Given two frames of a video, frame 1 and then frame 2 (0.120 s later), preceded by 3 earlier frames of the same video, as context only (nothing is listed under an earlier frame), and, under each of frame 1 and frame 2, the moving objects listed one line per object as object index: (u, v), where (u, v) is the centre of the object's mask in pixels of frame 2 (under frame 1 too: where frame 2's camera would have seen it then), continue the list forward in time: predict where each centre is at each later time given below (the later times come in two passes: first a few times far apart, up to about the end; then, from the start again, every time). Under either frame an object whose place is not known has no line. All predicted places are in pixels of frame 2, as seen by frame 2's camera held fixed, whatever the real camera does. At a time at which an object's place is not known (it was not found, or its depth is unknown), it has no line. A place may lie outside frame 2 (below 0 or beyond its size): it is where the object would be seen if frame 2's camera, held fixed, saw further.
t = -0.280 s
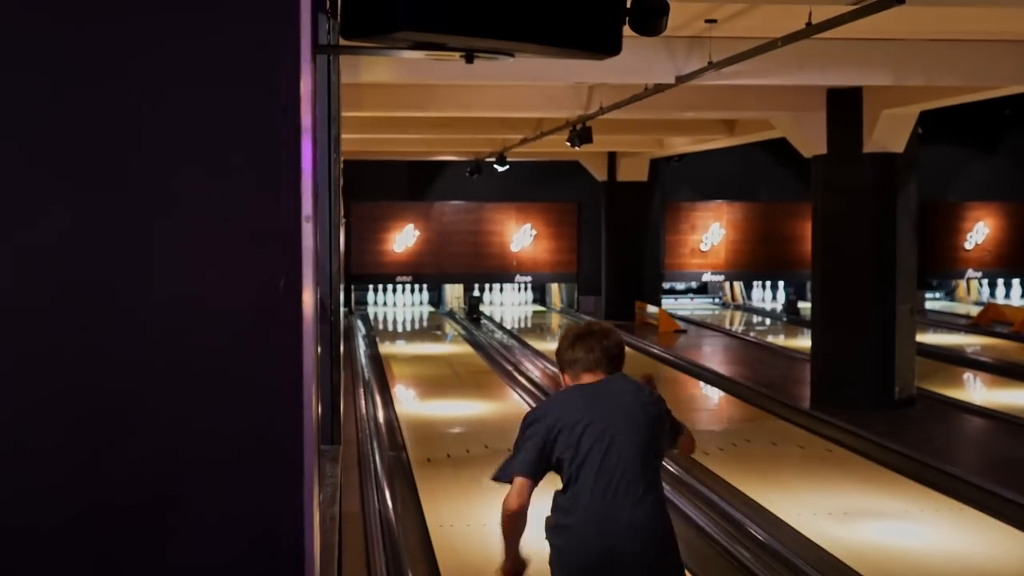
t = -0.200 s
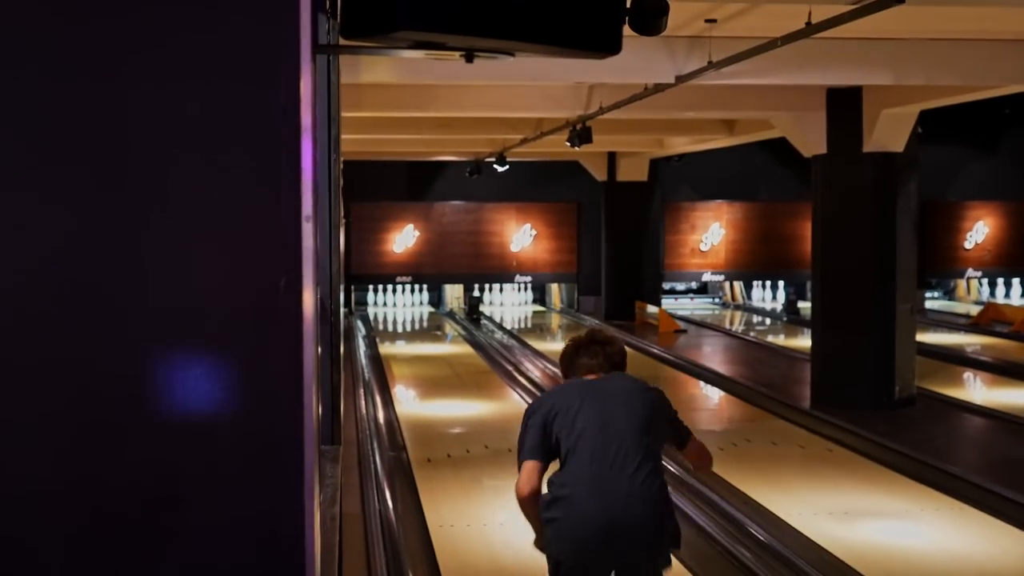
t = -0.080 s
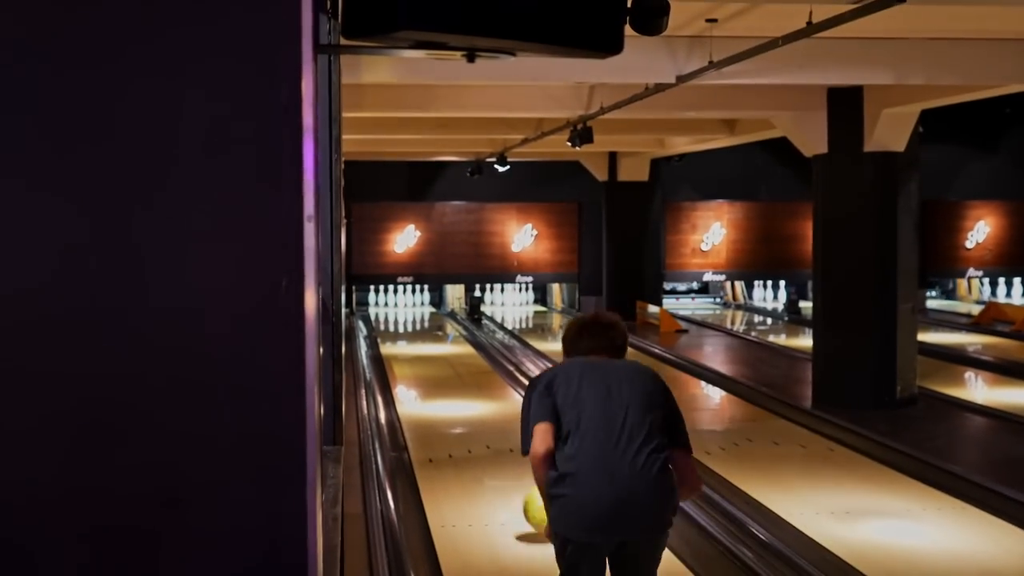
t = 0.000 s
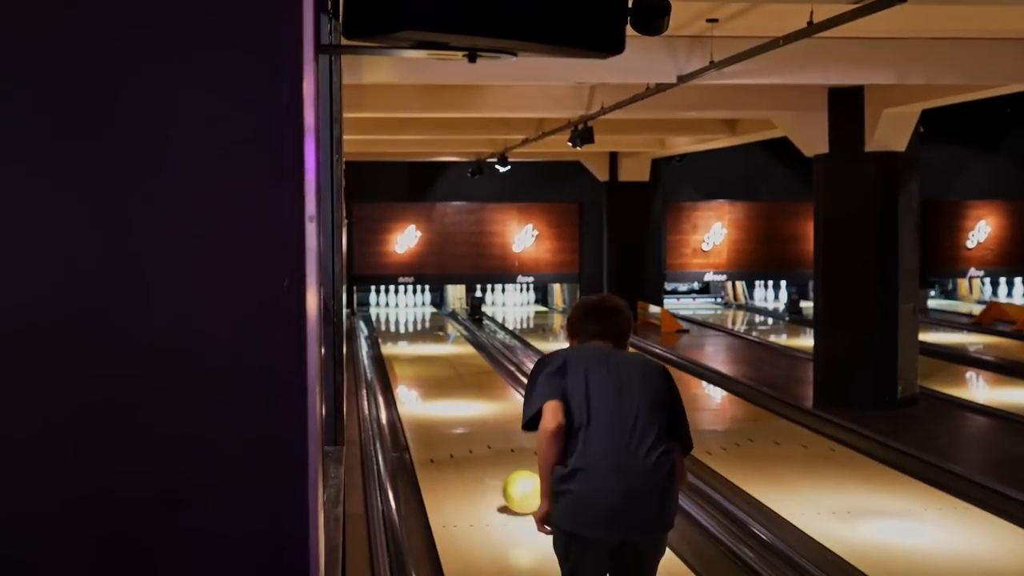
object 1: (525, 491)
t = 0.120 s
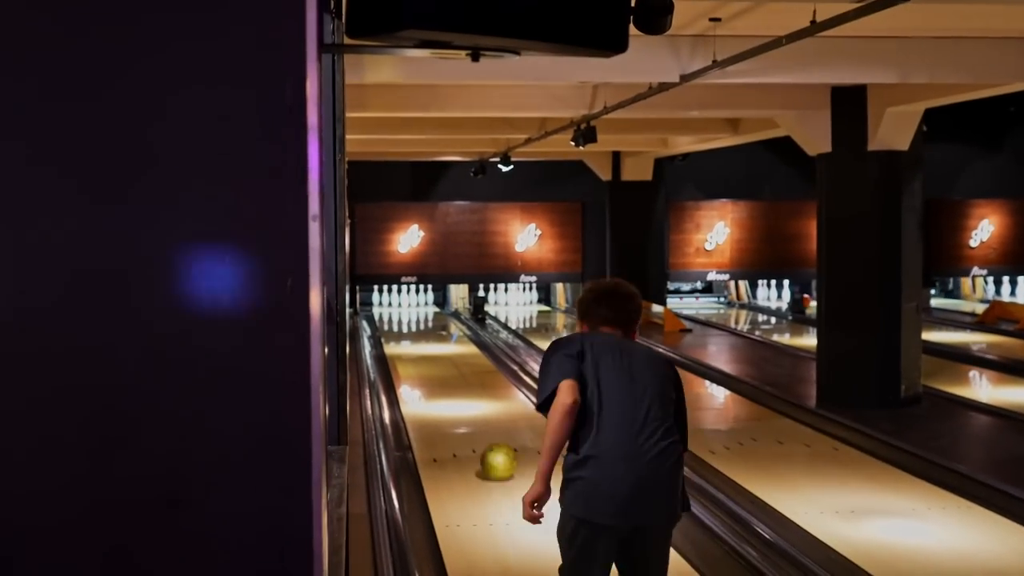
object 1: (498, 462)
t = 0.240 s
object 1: (477, 437)
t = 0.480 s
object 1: (446, 396)
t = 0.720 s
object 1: (423, 372)
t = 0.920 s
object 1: (410, 357)
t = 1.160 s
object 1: (398, 342)
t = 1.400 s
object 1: (389, 334)
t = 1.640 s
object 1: (380, 325)
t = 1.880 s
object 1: (373, 316)
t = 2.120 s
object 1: (364, 311)
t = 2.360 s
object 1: (367, 307)
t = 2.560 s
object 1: (367, 306)
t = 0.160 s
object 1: (491, 454)
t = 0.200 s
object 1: (484, 445)
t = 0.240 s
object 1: (477, 437)
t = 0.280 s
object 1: (472, 430)
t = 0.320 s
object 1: (465, 424)
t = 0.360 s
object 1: (460, 417)
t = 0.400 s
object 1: (455, 410)
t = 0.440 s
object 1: (450, 404)
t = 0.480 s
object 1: (446, 396)
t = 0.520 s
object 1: (442, 392)
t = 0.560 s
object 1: (438, 388)
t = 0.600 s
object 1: (433, 384)
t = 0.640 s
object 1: (431, 379)
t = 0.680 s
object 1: (427, 376)
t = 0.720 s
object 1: (423, 372)
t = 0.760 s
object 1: (421, 369)
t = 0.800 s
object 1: (418, 366)
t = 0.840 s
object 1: (415, 362)
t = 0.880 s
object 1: (412, 359)
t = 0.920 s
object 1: (410, 357)
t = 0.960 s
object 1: (407, 354)
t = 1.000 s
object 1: (405, 351)
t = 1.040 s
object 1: (403, 349)
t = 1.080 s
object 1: (401, 347)
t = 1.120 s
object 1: (399, 344)
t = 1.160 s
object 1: (398, 342)
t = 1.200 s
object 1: (395, 340)
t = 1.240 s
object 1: (394, 338)
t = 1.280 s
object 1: (392, 337)
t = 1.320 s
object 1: (391, 335)
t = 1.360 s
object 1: (389, 334)
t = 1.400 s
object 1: (389, 334)
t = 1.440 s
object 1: (385, 331)
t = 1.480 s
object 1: (384, 329)
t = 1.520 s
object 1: (383, 327)
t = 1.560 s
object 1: (382, 327)
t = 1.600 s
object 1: (381, 326)
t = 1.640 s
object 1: (380, 325)
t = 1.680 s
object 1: (379, 323)
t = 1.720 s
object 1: (376, 321)
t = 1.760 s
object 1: (375, 321)
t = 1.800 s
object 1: (374, 319)
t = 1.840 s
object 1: (373, 318)
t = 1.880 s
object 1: (373, 316)
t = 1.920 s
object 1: (372, 316)
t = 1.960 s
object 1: (373, 316)
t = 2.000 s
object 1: (369, 315)
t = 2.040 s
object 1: (366, 313)
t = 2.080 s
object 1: (365, 312)
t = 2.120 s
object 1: (364, 311)
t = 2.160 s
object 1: (365, 308)
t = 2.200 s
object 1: (366, 307)
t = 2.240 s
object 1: (366, 306)
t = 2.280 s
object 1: (367, 307)
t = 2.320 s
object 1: (367, 307)
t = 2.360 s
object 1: (367, 307)
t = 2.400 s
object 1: (367, 307)
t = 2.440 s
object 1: (366, 306)
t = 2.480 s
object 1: (366, 306)
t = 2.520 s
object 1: (366, 306)
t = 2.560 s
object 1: (367, 306)
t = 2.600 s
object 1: (367, 305)
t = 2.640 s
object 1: (368, 306)
